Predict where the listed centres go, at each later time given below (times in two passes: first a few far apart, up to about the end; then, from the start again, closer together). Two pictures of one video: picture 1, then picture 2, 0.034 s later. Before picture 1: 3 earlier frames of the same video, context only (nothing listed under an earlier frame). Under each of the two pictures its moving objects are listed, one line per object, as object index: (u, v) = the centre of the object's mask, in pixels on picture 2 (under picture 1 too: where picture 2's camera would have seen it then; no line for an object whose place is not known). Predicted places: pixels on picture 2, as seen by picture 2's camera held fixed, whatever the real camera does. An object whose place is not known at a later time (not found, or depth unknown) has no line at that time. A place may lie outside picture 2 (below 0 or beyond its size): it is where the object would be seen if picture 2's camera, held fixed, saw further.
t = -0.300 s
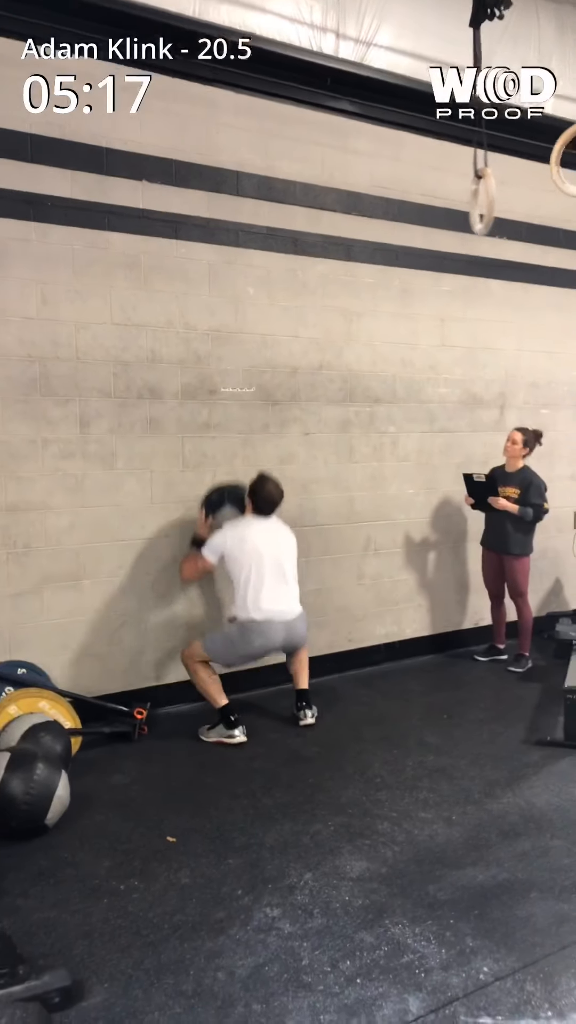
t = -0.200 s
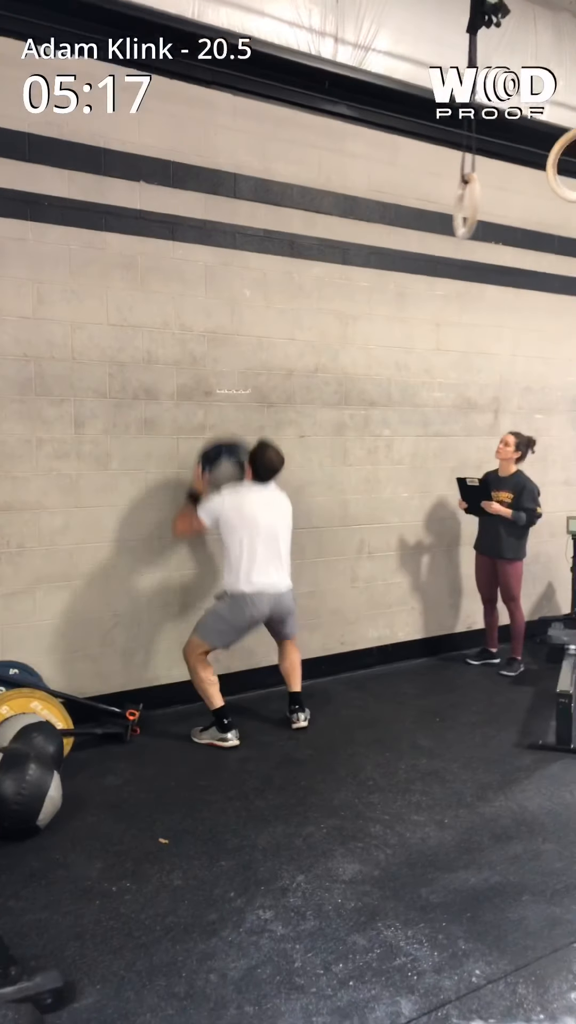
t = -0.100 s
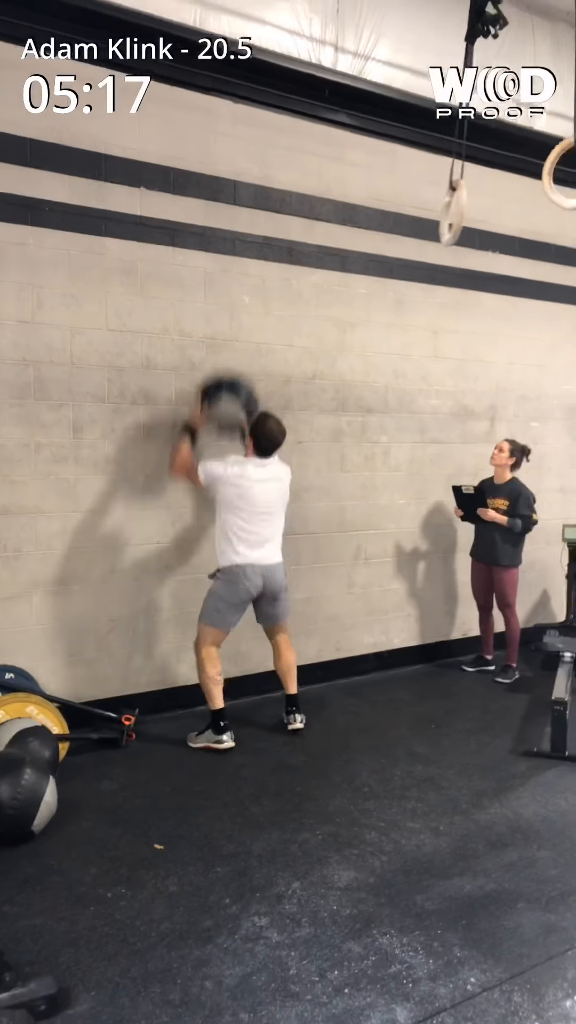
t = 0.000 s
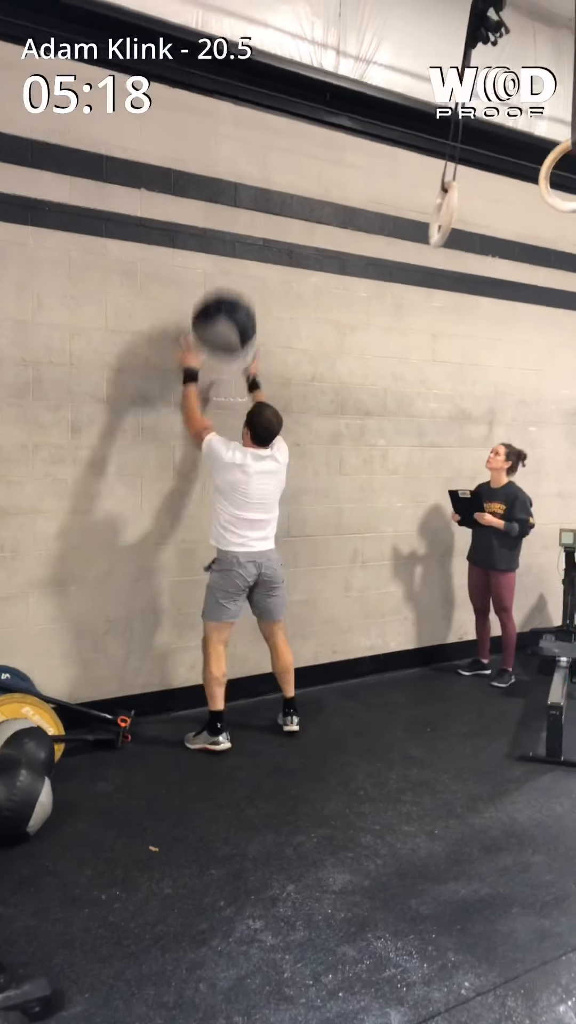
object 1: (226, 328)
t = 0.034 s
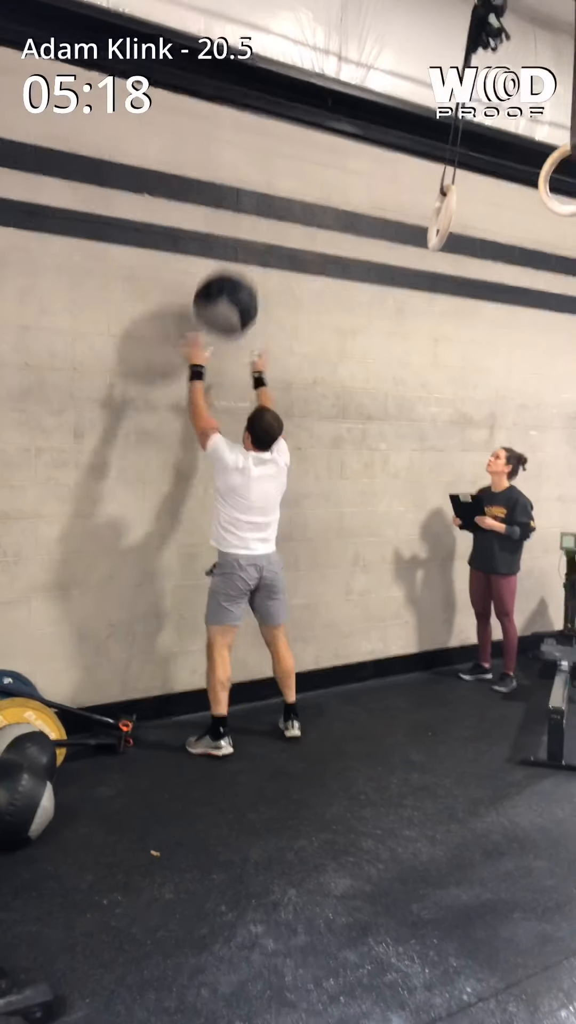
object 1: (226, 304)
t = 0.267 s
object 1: (225, 188)
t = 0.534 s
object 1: (219, 171)
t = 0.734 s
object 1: (222, 230)
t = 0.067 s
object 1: (225, 280)
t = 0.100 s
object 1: (224, 260)
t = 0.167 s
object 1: (223, 225)
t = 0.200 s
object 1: (222, 212)
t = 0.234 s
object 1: (224, 198)
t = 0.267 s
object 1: (225, 188)
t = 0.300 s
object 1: (223, 179)
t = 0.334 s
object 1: (222, 172)
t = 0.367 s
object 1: (222, 167)
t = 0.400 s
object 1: (221, 164)
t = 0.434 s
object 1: (221, 163)
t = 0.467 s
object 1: (220, 164)
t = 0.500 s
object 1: (219, 167)
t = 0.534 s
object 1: (219, 171)
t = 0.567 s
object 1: (218, 179)
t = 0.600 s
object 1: (217, 186)
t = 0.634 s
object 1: (219, 194)
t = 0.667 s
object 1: (221, 203)
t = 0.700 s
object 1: (221, 216)
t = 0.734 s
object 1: (222, 230)
